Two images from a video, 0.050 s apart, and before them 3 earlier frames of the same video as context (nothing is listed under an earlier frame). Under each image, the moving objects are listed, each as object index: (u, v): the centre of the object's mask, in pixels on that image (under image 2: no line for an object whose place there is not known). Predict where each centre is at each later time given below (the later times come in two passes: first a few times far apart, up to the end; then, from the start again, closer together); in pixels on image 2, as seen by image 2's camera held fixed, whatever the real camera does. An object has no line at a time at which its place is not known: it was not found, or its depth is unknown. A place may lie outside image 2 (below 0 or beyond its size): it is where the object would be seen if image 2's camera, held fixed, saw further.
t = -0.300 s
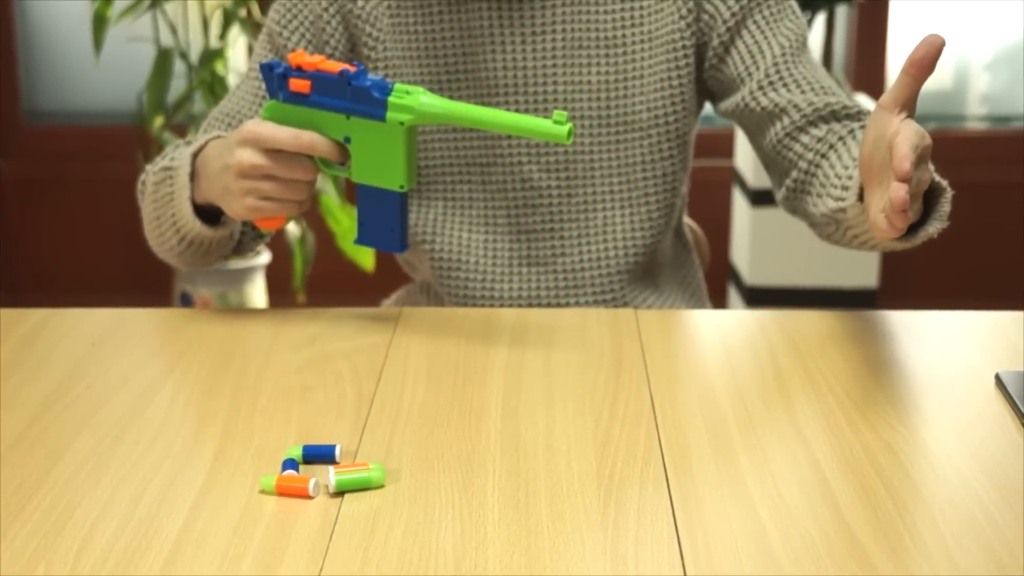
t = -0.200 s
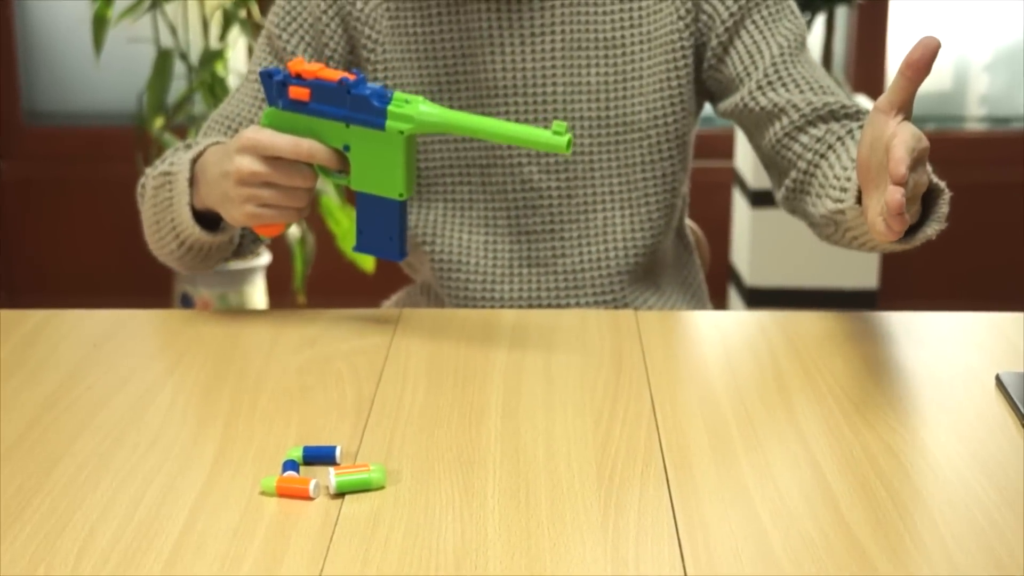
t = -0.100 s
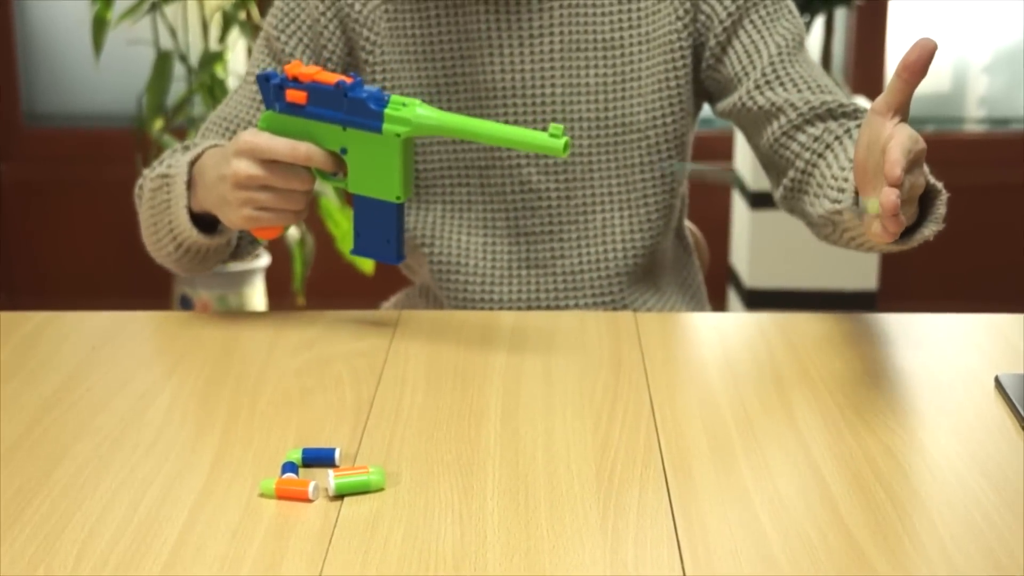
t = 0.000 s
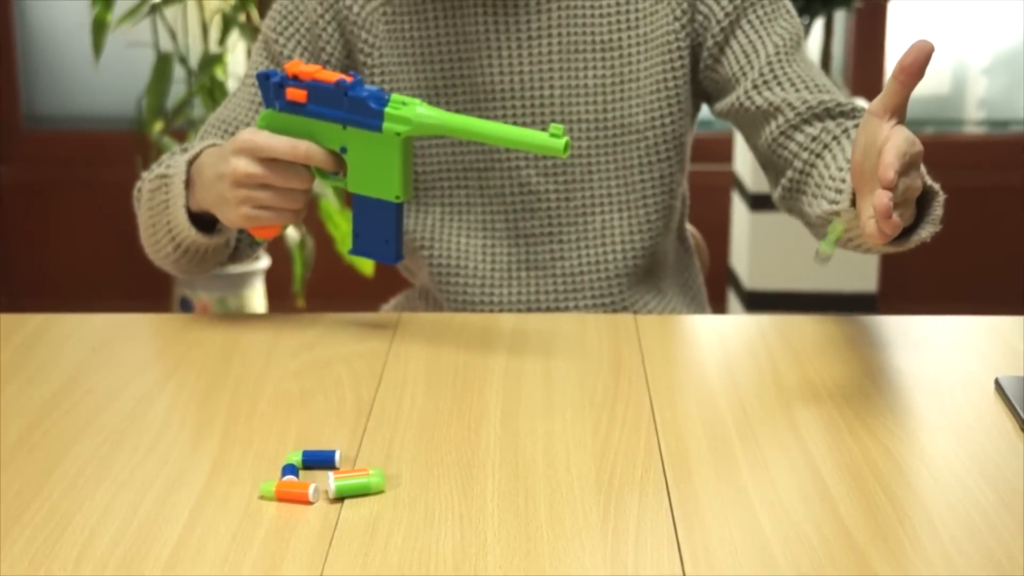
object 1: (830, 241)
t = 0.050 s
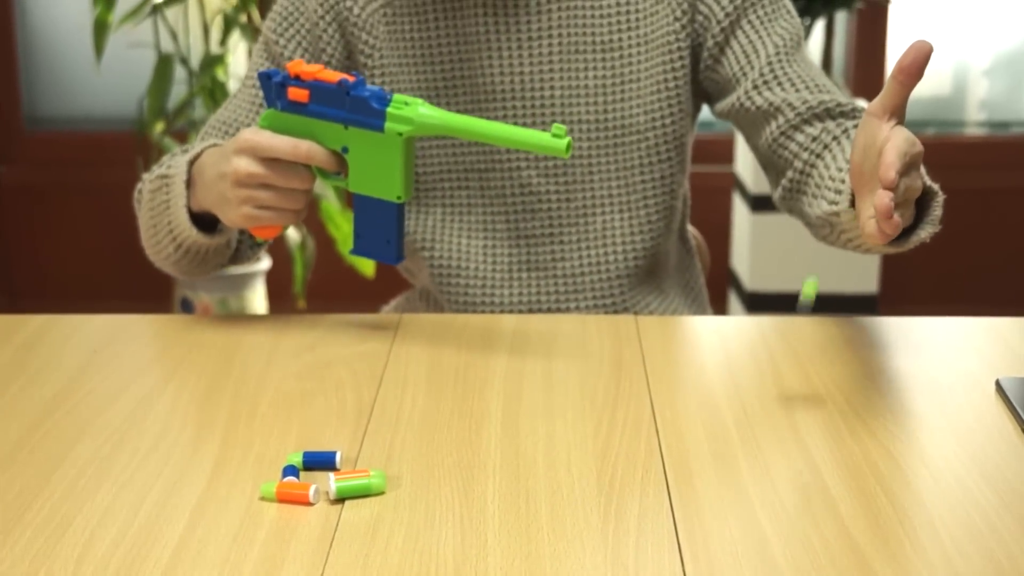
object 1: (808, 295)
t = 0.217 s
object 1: (746, 405)
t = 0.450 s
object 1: (712, 411)
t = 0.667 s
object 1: (686, 417)
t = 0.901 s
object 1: (663, 423)
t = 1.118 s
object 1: (646, 428)
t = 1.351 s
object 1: (630, 432)
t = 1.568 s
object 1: (619, 436)
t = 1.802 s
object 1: (616, 437)
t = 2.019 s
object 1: (617, 436)
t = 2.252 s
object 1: (621, 435)
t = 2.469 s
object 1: (626, 434)
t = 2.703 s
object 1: (630, 433)
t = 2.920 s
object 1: (631, 431)
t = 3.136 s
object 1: (631, 431)
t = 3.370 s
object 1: (632, 431)
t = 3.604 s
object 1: (632, 431)
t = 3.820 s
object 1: (632, 432)
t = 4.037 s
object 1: (632, 432)
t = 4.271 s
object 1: (632, 431)
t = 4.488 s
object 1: (633, 432)
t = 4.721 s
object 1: (632, 432)
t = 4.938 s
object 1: (632, 432)
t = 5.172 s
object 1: (633, 432)
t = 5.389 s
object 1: (633, 432)
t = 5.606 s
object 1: (633, 432)
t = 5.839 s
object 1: (633, 432)
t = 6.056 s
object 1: (632, 432)
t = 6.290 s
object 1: (633, 432)
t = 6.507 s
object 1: (632, 432)
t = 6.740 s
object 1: (632, 432)
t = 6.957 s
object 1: (632, 432)
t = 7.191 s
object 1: (632, 432)
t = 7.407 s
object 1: (632, 432)
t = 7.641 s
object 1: (632, 432)
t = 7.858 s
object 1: (632, 432)
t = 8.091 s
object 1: (632, 432)
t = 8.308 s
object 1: (632, 432)
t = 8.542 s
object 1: (632, 432)
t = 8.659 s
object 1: (632, 432)
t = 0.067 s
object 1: (796, 333)
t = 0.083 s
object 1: (789, 352)
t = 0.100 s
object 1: (773, 398)
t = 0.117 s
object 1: (772, 398)
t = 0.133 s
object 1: (765, 399)
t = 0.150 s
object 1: (762, 400)
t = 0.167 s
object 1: (755, 401)
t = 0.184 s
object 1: (753, 402)
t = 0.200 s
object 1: (747, 404)
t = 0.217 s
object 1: (746, 405)
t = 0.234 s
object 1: (741, 405)
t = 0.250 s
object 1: (740, 406)
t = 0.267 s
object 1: (736, 406)
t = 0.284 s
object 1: (735, 406)
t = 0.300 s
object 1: (731, 407)
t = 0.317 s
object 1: (730, 407)
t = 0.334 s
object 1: (726, 408)
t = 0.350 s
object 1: (725, 409)
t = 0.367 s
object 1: (721, 409)
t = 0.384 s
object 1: (720, 410)
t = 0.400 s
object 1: (717, 410)
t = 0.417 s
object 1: (716, 410)
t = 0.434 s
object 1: (713, 411)
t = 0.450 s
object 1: (712, 411)
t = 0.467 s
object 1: (709, 412)
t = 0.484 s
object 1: (708, 412)
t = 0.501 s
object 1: (704, 413)
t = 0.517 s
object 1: (703, 413)
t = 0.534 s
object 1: (700, 414)
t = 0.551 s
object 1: (700, 414)
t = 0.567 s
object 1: (697, 415)
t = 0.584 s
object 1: (696, 415)
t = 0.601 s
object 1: (693, 416)
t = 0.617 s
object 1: (693, 416)
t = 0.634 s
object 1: (690, 417)
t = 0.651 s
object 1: (689, 417)
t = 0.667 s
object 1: (686, 417)
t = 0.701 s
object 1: (683, 418)
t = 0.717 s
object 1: (682, 418)
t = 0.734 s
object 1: (679, 419)
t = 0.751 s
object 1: (678, 419)
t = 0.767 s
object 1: (676, 420)
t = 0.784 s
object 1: (675, 420)
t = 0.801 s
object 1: (673, 421)
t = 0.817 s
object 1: (672, 421)
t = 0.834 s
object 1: (670, 422)
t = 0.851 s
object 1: (669, 422)
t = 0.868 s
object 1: (666, 423)
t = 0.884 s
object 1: (666, 423)
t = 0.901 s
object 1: (663, 423)
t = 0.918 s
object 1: (663, 423)
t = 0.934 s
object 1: (661, 424)
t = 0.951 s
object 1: (660, 424)
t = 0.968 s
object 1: (658, 425)
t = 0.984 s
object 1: (657, 425)
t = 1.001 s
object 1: (655, 425)
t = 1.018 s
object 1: (655, 425)
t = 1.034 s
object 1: (653, 426)
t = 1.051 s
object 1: (652, 426)
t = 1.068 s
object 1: (650, 427)
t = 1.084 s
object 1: (649, 427)
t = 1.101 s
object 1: (647, 427)
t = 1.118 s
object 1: (646, 428)
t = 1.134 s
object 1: (644, 428)
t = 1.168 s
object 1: (642, 429)
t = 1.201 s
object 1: (639, 430)
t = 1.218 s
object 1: (639, 430)
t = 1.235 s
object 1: (637, 430)
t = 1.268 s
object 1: (635, 431)
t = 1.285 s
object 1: (634, 431)
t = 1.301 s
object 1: (633, 432)
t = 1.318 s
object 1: (632, 432)
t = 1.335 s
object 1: (631, 432)
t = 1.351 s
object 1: (630, 432)
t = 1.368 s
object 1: (628, 433)
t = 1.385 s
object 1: (628, 433)
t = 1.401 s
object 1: (627, 433)
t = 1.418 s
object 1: (626, 433)
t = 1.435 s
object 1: (625, 434)
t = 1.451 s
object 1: (624, 434)
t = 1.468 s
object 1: (623, 434)
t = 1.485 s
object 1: (623, 434)
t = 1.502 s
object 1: (622, 435)
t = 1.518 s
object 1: (621, 435)
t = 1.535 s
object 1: (620, 435)
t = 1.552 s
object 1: (620, 435)
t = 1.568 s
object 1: (619, 436)
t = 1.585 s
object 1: (619, 436)
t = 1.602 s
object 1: (618, 436)
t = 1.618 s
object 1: (618, 436)
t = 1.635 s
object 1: (617, 436)
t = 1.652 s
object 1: (617, 436)
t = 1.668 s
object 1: (617, 436)
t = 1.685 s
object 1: (616, 436)
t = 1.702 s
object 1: (616, 437)
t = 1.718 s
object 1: (616, 437)
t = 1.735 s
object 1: (616, 437)
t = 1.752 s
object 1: (616, 437)
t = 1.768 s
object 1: (616, 437)
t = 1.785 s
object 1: (616, 437)
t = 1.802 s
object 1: (616, 437)
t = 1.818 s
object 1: (616, 437)
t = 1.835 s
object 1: (616, 437)
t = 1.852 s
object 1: (616, 437)
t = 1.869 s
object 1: (616, 437)
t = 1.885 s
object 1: (616, 437)
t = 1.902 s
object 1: (616, 437)
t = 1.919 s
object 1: (616, 437)
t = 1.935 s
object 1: (616, 437)
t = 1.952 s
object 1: (616, 437)
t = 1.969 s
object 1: (617, 437)
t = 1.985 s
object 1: (617, 437)
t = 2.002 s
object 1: (617, 437)
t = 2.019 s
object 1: (617, 436)
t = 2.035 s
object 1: (618, 436)
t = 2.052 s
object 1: (618, 436)
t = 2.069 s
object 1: (618, 436)
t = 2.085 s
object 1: (619, 436)
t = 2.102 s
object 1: (619, 436)
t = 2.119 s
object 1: (619, 436)
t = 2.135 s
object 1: (619, 436)
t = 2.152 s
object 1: (619, 436)
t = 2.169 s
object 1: (620, 436)
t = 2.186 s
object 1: (620, 436)
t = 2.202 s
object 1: (620, 436)
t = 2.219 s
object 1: (621, 435)
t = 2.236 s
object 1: (621, 435)
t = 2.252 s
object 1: (621, 435)
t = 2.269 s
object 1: (622, 435)
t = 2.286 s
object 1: (622, 435)
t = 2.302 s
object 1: (623, 435)
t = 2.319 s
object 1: (623, 435)
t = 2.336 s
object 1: (624, 434)
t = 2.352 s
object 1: (624, 434)
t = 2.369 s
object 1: (625, 434)
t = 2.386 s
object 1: (625, 434)
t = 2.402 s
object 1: (625, 434)
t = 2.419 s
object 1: (626, 434)
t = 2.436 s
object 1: (626, 434)
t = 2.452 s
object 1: (626, 434)
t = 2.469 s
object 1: (626, 434)
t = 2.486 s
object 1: (627, 434)
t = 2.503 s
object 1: (627, 433)
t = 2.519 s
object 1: (627, 434)
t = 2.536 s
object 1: (628, 433)
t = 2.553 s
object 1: (628, 433)
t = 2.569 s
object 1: (628, 433)
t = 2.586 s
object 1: (629, 433)
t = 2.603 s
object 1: (629, 433)
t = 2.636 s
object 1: (629, 433)
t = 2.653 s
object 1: (630, 433)
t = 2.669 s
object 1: (630, 433)
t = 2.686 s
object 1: (630, 433)
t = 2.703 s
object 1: (630, 433)
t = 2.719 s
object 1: (630, 433)
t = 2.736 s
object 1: (631, 432)
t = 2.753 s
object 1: (631, 432)
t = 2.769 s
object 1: (631, 432)
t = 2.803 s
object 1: (631, 432)
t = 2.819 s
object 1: (631, 432)
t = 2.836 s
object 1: (631, 432)
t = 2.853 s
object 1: (631, 432)
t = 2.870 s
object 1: (631, 432)
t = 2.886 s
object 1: (631, 431)
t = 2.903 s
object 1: (631, 432)
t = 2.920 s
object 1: (631, 431)
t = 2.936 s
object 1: (631, 431)
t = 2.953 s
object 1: (631, 431)
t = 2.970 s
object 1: (631, 431)
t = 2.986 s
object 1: (631, 432)
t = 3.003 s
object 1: (631, 432)
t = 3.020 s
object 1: (631, 431)
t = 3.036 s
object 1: (631, 431)
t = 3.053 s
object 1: (631, 431)
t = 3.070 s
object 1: (631, 431)
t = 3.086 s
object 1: (631, 432)
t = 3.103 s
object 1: (631, 431)
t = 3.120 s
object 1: (631, 431)
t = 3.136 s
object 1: (631, 431)
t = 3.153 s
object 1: (631, 431)
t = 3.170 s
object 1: (631, 431)
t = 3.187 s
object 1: (631, 431)
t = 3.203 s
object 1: (631, 431)
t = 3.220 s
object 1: (631, 431)
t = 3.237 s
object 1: (631, 431)
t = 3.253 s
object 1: (631, 431)
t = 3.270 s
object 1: (631, 431)
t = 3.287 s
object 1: (631, 431)
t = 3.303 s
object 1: (631, 431)
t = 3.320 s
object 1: (631, 431)
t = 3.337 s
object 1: (631, 431)
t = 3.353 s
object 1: (631, 431)
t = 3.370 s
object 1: (632, 431)
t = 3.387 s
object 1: (632, 431)
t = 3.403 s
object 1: (631, 431)
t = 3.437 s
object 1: (632, 431)
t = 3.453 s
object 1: (632, 431)
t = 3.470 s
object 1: (632, 431)
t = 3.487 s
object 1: (632, 431)
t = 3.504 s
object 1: (632, 431)
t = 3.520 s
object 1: (632, 431)
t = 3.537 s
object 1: (632, 431)
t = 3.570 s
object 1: (632, 431)
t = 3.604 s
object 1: (632, 431)
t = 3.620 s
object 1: (632, 431)
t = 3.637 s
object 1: (632, 431)
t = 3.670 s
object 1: (632, 431)
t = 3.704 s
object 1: (632, 431)
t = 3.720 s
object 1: (632, 431)
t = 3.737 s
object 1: (632, 431)
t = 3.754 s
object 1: (632, 431)
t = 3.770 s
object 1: (632, 431)
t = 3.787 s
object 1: (632, 431)
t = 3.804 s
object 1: (632, 431)
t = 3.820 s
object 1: (632, 432)
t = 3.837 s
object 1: (632, 431)
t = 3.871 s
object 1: (632, 431)
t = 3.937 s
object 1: (632, 432)
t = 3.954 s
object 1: (632, 432)
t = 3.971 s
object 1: (632, 432)
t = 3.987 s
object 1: (632, 432)
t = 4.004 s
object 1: (632, 432)
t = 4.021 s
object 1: (632, 432)
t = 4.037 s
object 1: (632, 432)
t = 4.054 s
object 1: (632, 432)
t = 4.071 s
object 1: (632, 432)
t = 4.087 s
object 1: (632, 432)
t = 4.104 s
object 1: (632, 432)
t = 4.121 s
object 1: (632, 432)
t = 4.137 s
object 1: (632, 432)
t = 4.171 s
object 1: (632, 432)
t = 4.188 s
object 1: (632, 432)
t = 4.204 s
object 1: (632, 432)
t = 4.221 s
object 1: (632, 431)
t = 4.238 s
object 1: (632, 432)
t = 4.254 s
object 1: (632, 431)
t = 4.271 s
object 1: (632, 431)
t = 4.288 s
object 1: (632, 431)
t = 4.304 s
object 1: (632, 432)
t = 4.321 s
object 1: (632, 432)
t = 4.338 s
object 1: (632, 432)
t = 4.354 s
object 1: (632, 432)
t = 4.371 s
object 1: (632, 432)
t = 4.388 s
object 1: (632, 432)
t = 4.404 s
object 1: (632, 432)
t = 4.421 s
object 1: (632, 432)
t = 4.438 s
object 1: (632, 432)
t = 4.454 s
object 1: (632, 432)
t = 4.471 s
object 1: (632, 432)
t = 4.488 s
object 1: (633, 432)
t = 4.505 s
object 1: (632, 432)
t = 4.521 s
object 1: (632, 432)
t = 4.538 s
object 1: (632, 432)
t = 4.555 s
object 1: (632, 432)
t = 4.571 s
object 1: (632, 432)
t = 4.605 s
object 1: (632, 432)
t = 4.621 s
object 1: (632, 432)
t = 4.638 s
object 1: (632, 432)
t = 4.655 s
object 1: (632, 432)
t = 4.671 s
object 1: (632, 432)
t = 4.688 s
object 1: (632, 432)
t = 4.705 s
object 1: (632, 432)
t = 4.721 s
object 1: (632, 432)
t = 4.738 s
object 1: (632, 432)
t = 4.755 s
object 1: (632, 432)
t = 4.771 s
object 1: (632, 432)
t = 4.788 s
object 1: (632, 432)
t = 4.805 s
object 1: (632, 432)
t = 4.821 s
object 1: (632, 432)
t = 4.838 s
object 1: (632, 432)
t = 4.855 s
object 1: (632, 432)
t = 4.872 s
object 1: (632, 432)
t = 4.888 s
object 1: (632, 432)
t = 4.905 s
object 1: (632, 432)
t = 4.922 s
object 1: (632, 432)
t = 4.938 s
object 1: (632, 432)
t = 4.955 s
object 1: (632, 432)
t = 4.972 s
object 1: (632, 432)
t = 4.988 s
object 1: (632, 432)
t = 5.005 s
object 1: (632, 432)
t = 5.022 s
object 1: (632, 432)
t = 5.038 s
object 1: (632, 432)
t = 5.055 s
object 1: (632, 432)
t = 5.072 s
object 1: (632, 432)
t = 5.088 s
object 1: (632, 432)
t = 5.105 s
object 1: (633, 432)
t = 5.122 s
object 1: (633, 432)
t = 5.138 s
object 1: (633, 432)
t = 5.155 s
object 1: (633, 432)
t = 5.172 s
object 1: (633, 432)
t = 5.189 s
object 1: (633, 432)
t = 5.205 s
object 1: (633, 432)
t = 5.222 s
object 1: (632, 432)
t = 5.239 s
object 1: (633, 432)
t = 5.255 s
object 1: (632, 432)
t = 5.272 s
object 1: (632, 432)
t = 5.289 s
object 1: (633, 432)
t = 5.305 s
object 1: (633, 432)
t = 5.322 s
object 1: (633, 432)
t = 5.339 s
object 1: (633, 432)
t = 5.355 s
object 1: (633, 432)
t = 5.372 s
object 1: (633, 432)
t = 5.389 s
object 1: (633, 432)
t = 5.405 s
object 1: (633, 432)
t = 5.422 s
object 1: (633, 432)
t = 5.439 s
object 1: (633, 432)
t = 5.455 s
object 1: (633, 432)
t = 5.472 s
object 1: (633, 432)
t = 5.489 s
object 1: (633, 432)
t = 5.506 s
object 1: (633, 432)
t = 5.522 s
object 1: (633, 432)
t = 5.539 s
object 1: (633, 432)
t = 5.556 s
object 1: (633, 432)
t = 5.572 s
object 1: (633, 432)
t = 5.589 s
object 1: (633, 432)
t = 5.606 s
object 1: (633, 432)
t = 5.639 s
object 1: (633, 432)
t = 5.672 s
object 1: (633, 432)
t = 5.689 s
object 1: (633, 432)
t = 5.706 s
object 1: (633, 432)
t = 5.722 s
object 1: (633, 432)
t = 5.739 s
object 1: (633, 432)
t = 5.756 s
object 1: (633, 432)
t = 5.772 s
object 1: (633, 432)
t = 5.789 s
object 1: (633, 432)
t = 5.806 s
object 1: (633, 432)
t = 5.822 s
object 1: (633, 432)
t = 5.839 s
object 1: (633, 432)
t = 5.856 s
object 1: (633, 432)
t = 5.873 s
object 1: (633, 432)
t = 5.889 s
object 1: (633, 432)
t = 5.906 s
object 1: (633, 432)
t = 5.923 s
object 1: (633, 432)
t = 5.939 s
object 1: (632, 432)
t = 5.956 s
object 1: (632, 432)
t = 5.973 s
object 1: (632, 432)
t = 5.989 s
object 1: (632, 432)
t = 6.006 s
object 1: (632, 432)
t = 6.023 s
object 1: (633, 432)
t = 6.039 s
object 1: (632, 432)
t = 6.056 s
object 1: (632, 432)
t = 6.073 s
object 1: (633, 432)
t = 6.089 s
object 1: (633, 432)
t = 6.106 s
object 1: (633, 432)
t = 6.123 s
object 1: (633, 432)
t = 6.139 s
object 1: (632, 432)
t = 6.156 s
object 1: (632, 432)
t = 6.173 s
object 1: (632, 432)
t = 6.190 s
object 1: (633, 432)
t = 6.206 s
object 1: (632, 432)
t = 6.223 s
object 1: (632, 432)
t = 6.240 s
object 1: (632, 432)
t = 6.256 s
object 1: (633, 432)
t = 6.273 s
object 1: (632, 432)
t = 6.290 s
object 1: (633, 432)
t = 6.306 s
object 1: (632, 432)
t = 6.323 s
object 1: (632, 432)
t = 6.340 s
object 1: (632, 432)
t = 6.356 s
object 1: (632, 432)
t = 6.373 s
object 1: (632, 432)
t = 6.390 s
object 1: (632, 432)
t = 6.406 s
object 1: (632, 432)
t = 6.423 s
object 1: (632, 432)
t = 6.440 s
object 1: (632, 432)
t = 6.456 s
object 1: (632, 432)
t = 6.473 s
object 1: (632, 432)
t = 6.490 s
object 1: (632, 432)
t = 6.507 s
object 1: (632, 432)
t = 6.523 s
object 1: (632, 432)
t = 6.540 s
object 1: (632, 432)
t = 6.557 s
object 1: (632, 432)
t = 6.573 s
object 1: (632, 432)
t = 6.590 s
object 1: (632, 432)
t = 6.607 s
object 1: (632, 432)
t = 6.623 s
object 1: (632, 432)
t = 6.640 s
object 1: (632, 432)
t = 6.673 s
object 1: (632, 432)
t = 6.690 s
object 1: (632, 432)
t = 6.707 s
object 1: (632, 432)
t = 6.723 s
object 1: (632, 432)
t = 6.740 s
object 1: (632, 432)
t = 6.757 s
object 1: (632, 432)
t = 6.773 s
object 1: (632, 432)
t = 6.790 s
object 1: (632, 432)
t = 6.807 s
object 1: (632, 432)
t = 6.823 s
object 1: (632, 432)
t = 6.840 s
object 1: (632, 432)
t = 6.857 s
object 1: (632, 432)
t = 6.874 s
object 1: (632, 432)
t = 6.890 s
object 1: (632, 432)
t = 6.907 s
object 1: (632, 432)
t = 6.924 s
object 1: (632, 432)
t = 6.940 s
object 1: (632, 432)
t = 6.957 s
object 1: (632, 432)
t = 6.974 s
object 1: (632, 432)
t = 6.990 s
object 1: (632, 432)
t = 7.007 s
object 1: (632, 432)
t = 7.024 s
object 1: (632, 432)
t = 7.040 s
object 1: (632, 432)
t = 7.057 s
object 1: (632, 432)
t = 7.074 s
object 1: (632, 432)
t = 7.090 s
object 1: (632, 432)
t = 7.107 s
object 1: (632, 432)
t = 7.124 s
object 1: (632, 432)
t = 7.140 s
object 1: (632, 432)
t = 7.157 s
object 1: (632, 432)
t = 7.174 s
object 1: (632, 432)
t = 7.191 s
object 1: (632, 432)
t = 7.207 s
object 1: (632, 432)
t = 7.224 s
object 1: (632, 432)
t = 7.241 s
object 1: (632, 432)
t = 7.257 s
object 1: (632, 432)
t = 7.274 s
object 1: (632, 432)
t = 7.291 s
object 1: (632, 432)
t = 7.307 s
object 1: (632, 432)
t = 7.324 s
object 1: (632, 432)
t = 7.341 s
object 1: (632, 432)
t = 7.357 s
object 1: (632, 432)
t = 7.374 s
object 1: (632, 432)
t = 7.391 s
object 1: (632, 432)
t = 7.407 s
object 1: (632, 432)
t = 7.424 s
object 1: (632, 432)
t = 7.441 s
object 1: (632, 432)
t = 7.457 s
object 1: (632, 432)
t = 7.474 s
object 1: (632, 432)
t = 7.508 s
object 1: (632, 432)
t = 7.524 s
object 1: (632, 432)
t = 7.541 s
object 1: (632, 432)
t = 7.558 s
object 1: (632, 432)
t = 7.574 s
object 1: (632, 432)
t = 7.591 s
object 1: (632, 432)
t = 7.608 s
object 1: (632, 432)
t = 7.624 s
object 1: (632, 432)
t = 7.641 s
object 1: (632, 432)
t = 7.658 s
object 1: (632, 432)
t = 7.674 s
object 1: (632, 432)
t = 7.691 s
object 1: (632, 432)
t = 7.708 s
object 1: (632, 432)
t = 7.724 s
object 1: (632, 432)
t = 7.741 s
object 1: (632, 432)
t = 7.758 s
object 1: (632, 432)
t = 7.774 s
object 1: (632, 432)
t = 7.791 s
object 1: (632, 432)
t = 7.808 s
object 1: (632, 432)
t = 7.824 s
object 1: (632, 432)
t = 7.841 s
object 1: (632, 432)
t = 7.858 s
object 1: (632, 432)
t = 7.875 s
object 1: (632, 432)
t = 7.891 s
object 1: (632, 432)
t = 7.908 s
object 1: (632, 432)
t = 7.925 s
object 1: (632, 432)
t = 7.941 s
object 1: (632, 432)
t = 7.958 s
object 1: (632, 432)
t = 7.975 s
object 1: (632, 432)
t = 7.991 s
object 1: (632, 432)
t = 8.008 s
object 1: (632, 432)
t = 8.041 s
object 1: (632, 432)
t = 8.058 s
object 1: (632, 432)
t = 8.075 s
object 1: (632, 432)
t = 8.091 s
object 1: (632, 432)
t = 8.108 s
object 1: (632, 432)
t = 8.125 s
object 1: (632, 432)
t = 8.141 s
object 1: (632, 432)
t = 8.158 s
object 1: (632, 432)
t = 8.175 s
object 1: (632, 432)
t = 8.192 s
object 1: (632, 432)
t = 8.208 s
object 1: (632, 432)
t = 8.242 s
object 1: (632, 432)
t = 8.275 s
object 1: (632, 432)
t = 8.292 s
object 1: (632, 432)
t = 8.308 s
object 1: (632, 432)
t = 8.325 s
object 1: (632, 432)
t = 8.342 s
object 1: (632, 432)
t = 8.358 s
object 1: (632, 432)
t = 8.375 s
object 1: (632, 432)
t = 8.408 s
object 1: (632, 432)
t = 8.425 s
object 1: (632, 432)
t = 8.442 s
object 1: (632, 432)
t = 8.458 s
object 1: (632, 432)
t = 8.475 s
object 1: (632, 432)
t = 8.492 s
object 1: (632, 432)
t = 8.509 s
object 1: (632, 432)
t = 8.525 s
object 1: (632, 432)
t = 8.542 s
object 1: (632, 432)
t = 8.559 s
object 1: (632, 432)
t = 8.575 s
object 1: (632, 432)
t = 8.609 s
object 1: (632, 432)
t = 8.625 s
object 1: (632, 432)
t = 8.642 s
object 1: (632, 432)
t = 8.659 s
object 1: (632, 432)
